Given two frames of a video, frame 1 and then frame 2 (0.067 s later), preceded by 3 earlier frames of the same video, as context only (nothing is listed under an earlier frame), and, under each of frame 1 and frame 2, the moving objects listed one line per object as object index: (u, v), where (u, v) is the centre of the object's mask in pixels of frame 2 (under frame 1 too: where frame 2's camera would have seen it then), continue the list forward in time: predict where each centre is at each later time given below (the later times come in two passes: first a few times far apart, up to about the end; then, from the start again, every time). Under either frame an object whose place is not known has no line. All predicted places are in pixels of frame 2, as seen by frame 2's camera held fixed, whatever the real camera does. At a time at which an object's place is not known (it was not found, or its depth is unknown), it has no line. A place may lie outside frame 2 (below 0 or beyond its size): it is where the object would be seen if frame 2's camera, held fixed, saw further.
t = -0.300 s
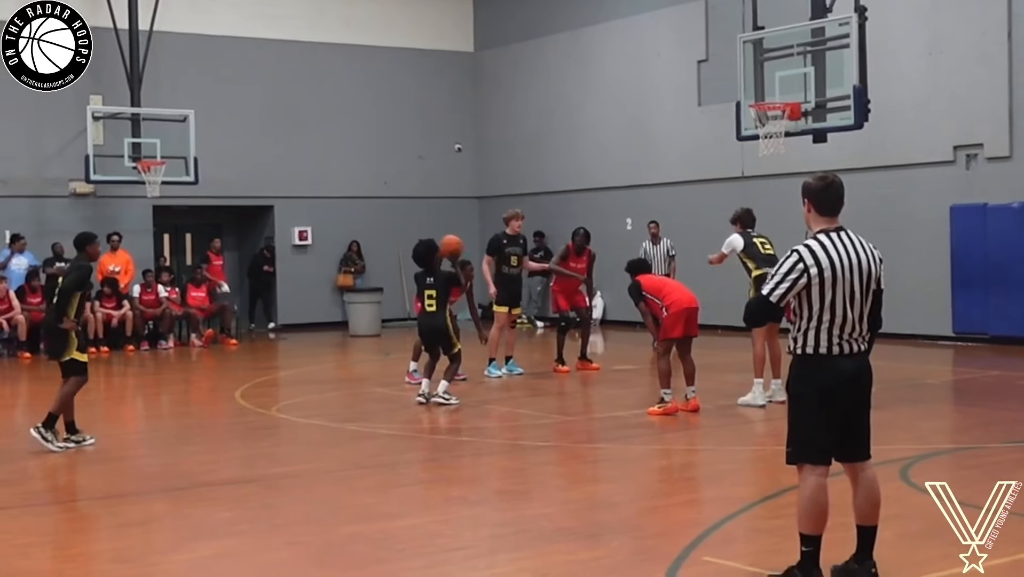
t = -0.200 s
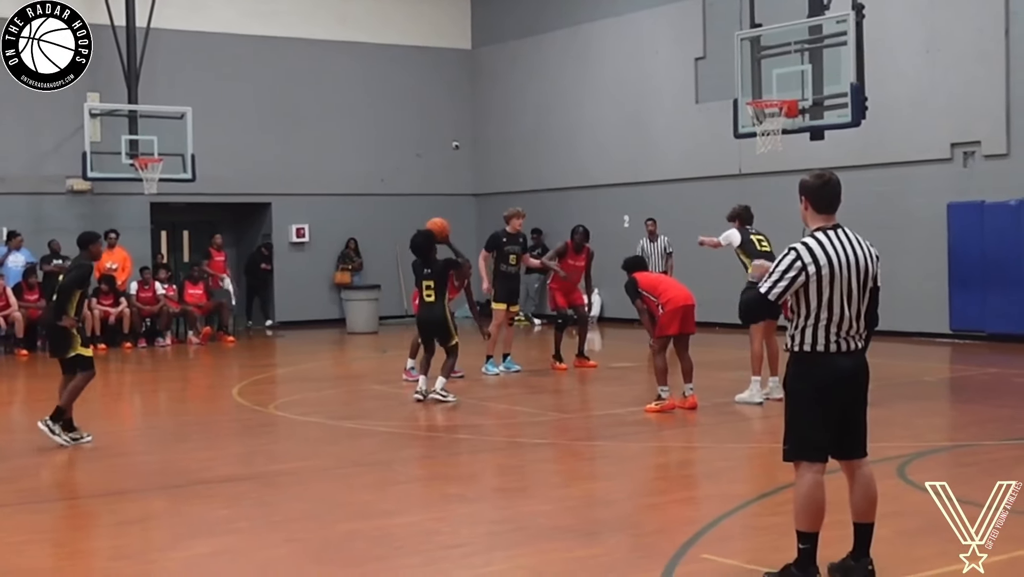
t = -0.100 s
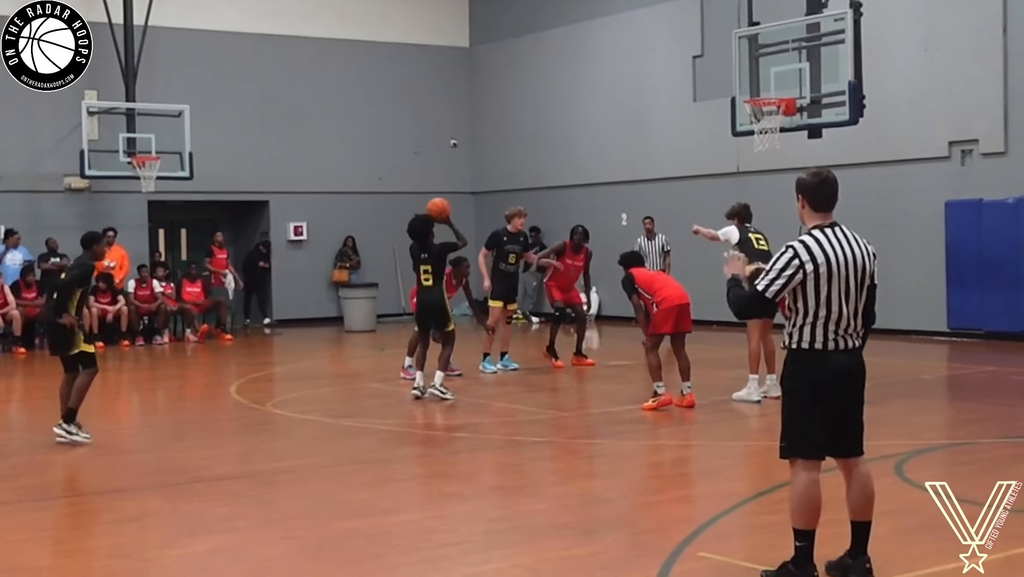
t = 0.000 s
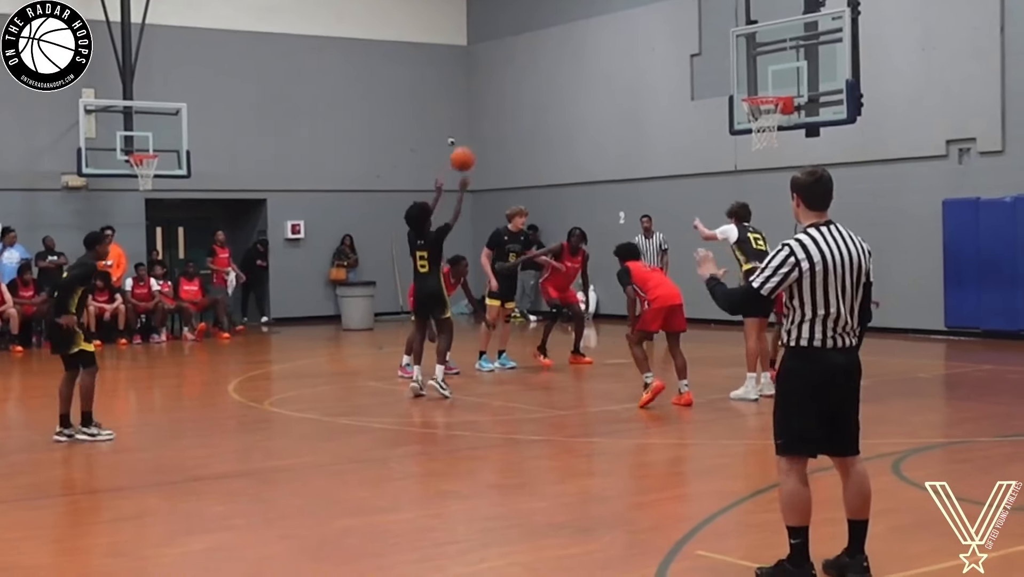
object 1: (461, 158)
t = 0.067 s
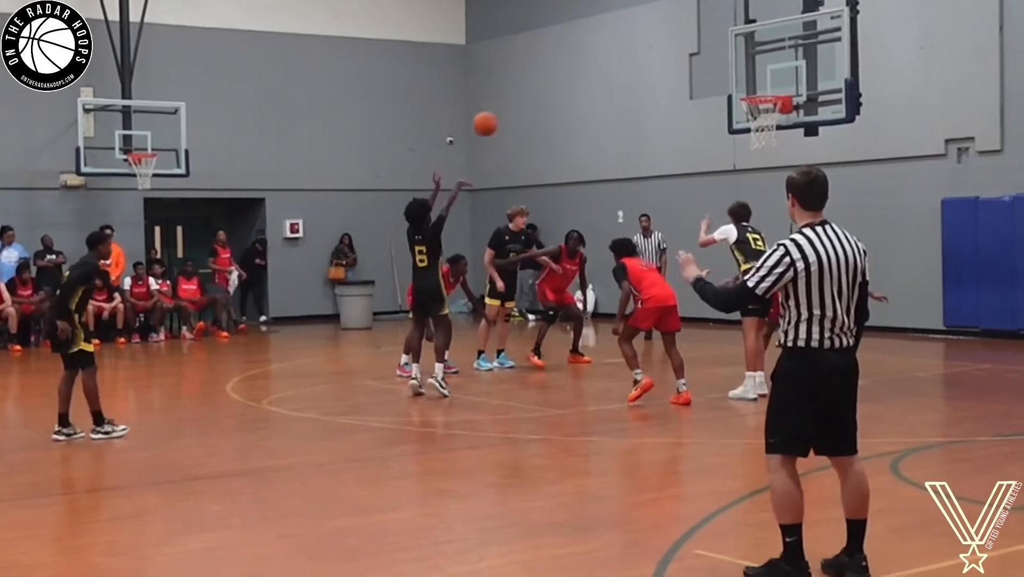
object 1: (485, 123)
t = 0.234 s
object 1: (542, 60)
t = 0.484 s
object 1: (623, 18)
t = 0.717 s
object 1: (692, 31)
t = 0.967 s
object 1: (759, 92)
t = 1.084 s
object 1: (766, 126)
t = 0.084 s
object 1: (491, 116)
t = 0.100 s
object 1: (497, 108)
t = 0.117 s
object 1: (502, 101)
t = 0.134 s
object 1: (508, 95)
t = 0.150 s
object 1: (514, 88)
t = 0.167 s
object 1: (520, 82)
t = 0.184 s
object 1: (526, 76)
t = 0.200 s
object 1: (531, 70)
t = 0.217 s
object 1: (537, 65)
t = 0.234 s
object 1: (542, 60)
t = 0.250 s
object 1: (548, 55)
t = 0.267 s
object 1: (554, 50)
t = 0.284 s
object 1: (559, 47)
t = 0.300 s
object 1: (565, 43)
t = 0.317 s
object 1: (570, 39)
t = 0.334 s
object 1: (576, 36)
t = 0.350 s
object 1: (581, 33)
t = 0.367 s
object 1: (586, 30)
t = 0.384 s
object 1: (592, 27)
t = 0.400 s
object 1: (597, 25)
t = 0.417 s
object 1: (602, 23)
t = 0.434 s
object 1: (607, 21)
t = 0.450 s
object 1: (612, 20)
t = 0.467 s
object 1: (617, 19)
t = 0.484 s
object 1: (623, 18)
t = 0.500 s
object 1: (628, 17)
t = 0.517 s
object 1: (633, 17)
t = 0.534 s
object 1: (638, 17)
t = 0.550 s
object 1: (643, 17)
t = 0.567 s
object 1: (648, 17)
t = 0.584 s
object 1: (653, 18)
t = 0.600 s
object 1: (658, 19)
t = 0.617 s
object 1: (663, 20)
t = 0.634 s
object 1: (668, 21)
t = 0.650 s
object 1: (672, 23)
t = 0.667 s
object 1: (677, 24)
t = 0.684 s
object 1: (682, 26)
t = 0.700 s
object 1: (686, 28)
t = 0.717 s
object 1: (692, 31)
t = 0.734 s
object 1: (697, 34)
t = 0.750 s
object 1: (701, 37)
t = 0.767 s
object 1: (706, 39)
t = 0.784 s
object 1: (710, 43)
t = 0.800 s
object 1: (714, 46)
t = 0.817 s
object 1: (719, 50)
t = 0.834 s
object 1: (723, 54)
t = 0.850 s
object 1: (727, 59)
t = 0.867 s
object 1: (732, 64)
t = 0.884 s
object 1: (736, 68)
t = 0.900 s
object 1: (741, 73)
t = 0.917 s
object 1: (745, 78)
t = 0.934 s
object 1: (750, 83)
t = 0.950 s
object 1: (753, 87)
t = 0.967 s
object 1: (759, 92)
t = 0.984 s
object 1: (762, 101)
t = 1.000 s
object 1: (763, 104)
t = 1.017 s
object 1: (763, 108)
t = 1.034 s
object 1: (763, 111)
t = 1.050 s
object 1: (764, 120)
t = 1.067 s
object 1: (766, 125)
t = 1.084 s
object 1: (766, 126)
